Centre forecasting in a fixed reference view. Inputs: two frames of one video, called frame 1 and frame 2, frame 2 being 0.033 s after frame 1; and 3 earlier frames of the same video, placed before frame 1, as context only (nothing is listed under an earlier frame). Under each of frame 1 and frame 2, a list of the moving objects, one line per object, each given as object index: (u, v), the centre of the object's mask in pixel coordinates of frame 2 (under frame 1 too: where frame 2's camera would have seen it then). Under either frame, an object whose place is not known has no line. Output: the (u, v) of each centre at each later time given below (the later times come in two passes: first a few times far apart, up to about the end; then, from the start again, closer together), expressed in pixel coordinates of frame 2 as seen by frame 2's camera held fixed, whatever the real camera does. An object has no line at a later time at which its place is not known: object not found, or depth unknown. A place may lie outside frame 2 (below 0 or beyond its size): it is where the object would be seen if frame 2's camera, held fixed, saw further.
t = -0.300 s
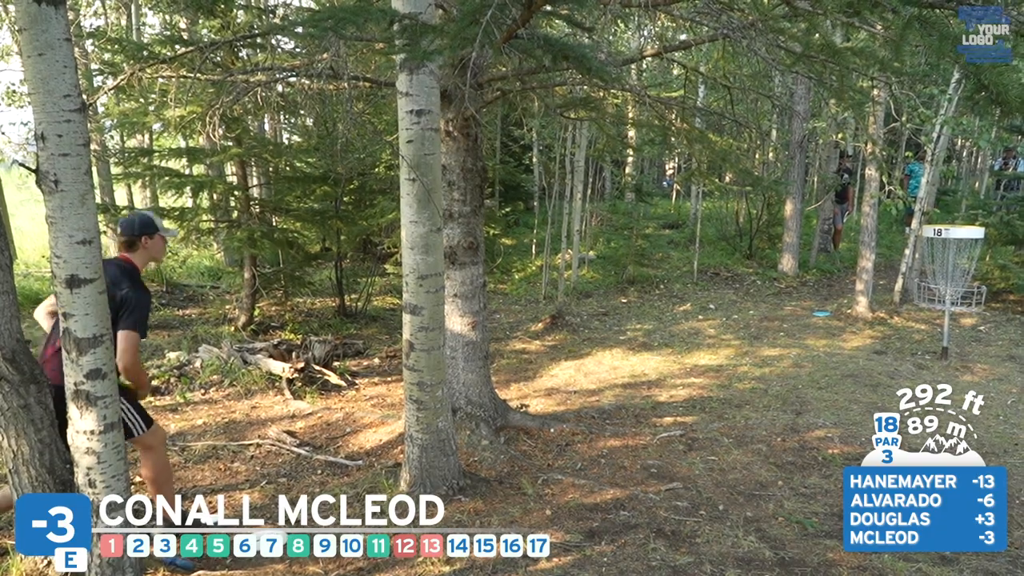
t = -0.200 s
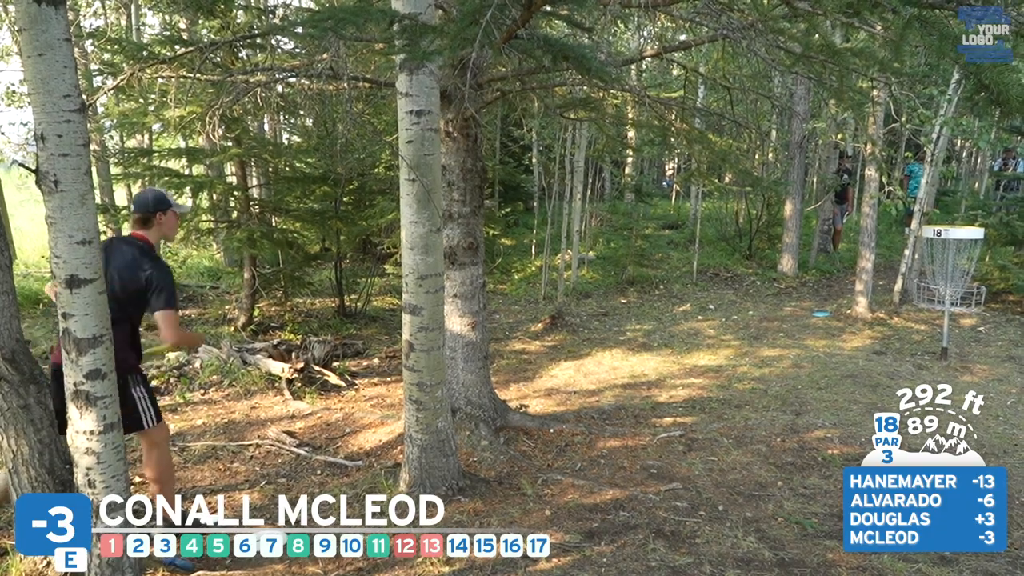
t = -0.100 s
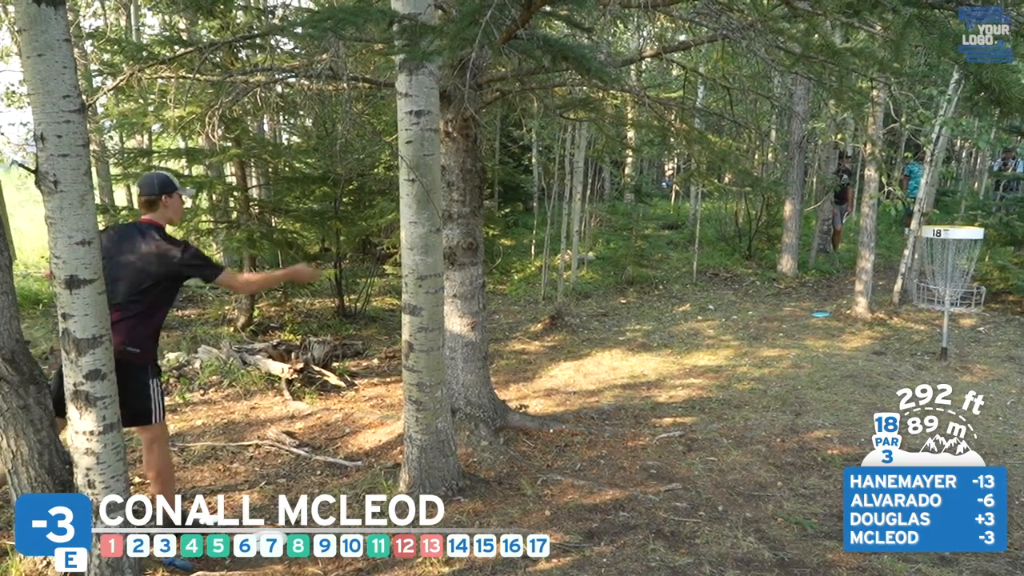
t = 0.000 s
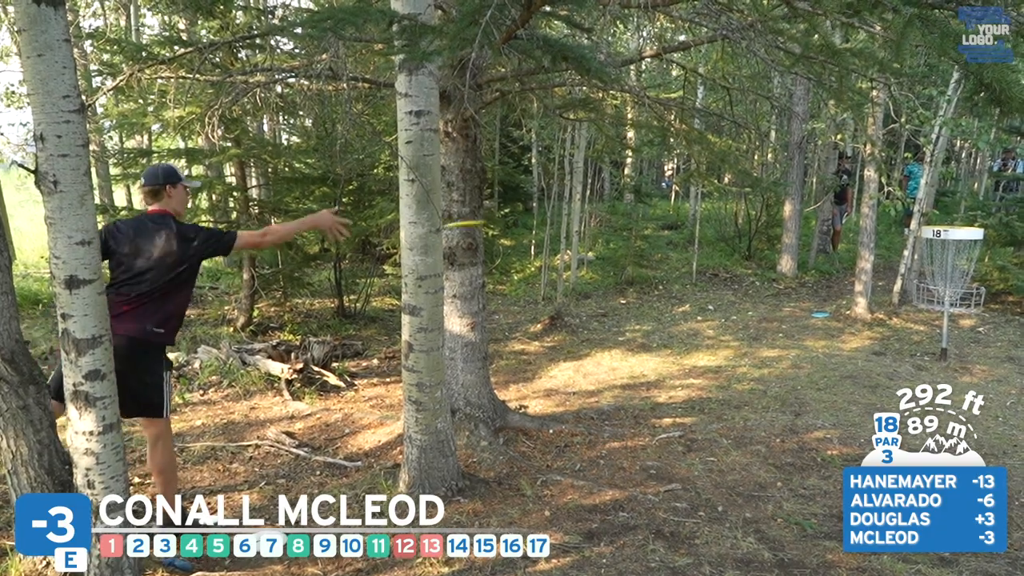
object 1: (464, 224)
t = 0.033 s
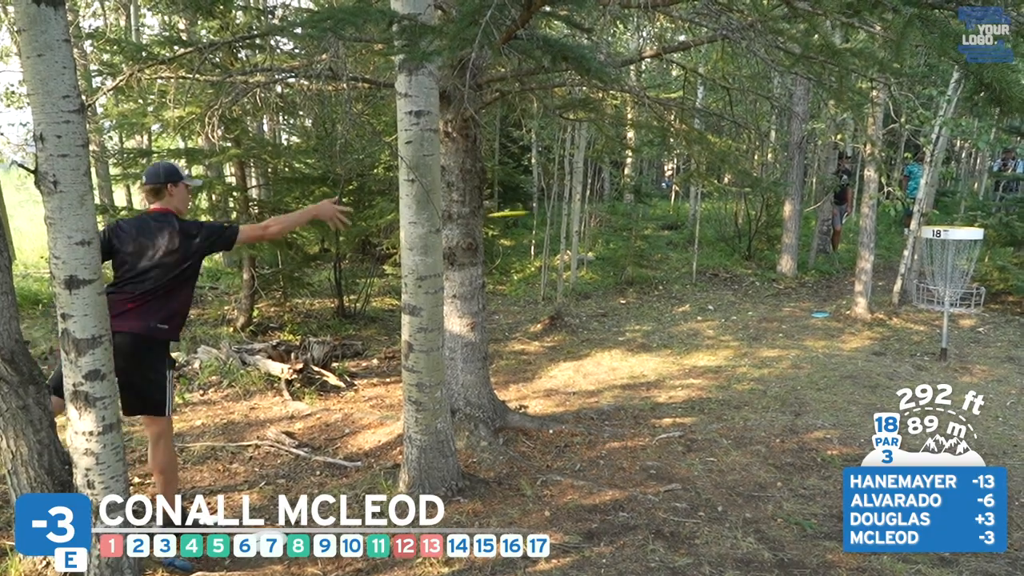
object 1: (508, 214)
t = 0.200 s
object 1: (690, 197)
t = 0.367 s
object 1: (819, 214)
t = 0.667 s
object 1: (966, 267)
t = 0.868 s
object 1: (963, 272)
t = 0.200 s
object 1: (690, 197)
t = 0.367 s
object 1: (819, 214)
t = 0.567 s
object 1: (931, 250)
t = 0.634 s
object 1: (958, 264)
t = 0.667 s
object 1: (966, 267)
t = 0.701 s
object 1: (968, 268)
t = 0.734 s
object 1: (968, 268)
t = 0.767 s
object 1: (968, 269)
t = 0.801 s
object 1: (967, 270)
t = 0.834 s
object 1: (965, 272)
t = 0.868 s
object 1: (963, 272)
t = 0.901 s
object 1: (962, 275)
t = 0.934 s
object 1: (960, 278)
